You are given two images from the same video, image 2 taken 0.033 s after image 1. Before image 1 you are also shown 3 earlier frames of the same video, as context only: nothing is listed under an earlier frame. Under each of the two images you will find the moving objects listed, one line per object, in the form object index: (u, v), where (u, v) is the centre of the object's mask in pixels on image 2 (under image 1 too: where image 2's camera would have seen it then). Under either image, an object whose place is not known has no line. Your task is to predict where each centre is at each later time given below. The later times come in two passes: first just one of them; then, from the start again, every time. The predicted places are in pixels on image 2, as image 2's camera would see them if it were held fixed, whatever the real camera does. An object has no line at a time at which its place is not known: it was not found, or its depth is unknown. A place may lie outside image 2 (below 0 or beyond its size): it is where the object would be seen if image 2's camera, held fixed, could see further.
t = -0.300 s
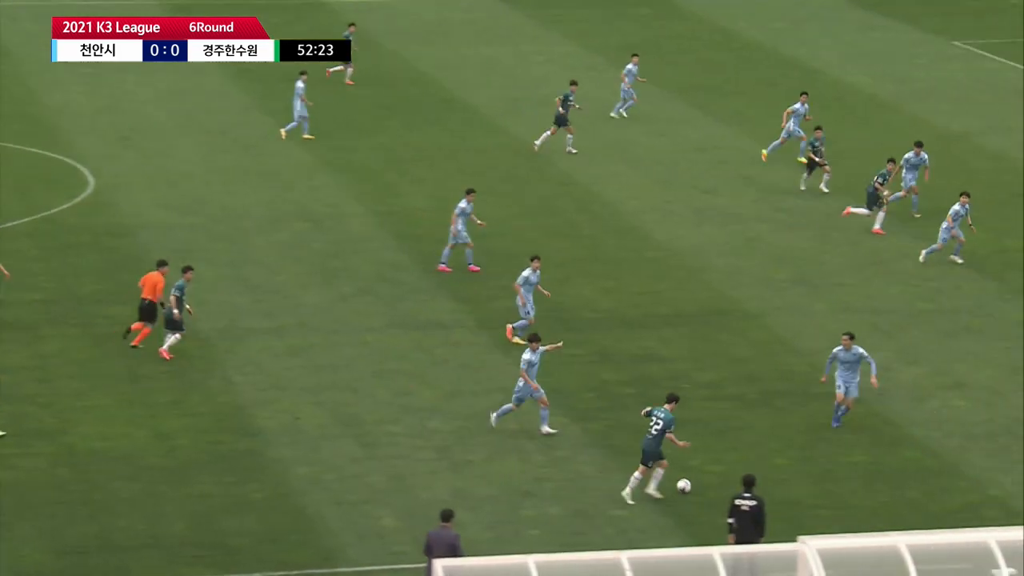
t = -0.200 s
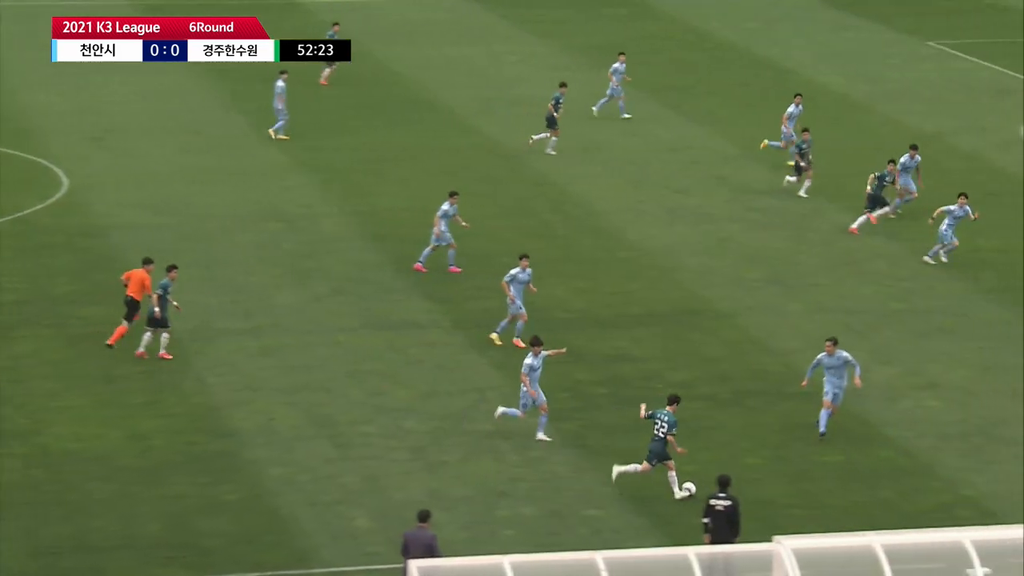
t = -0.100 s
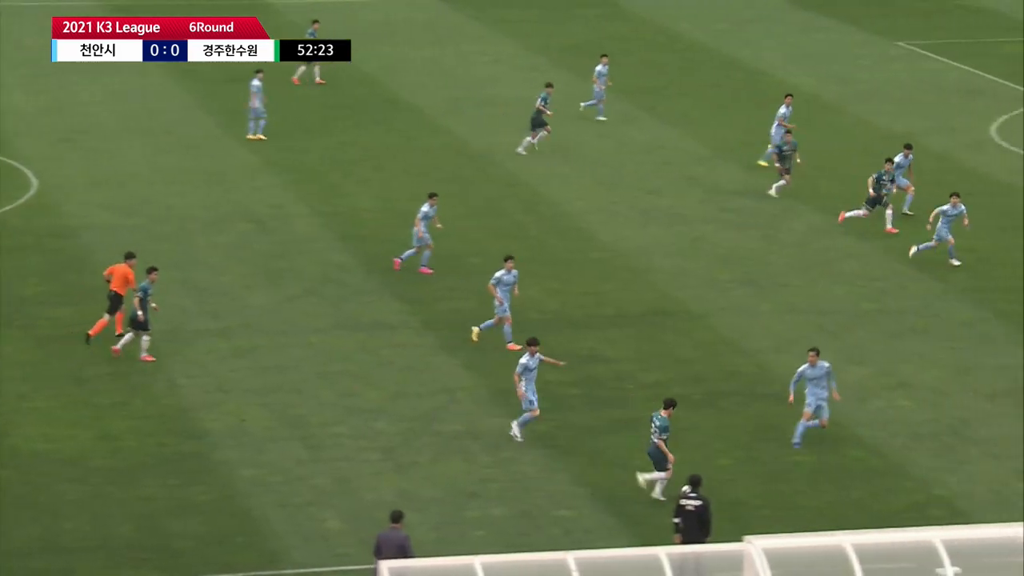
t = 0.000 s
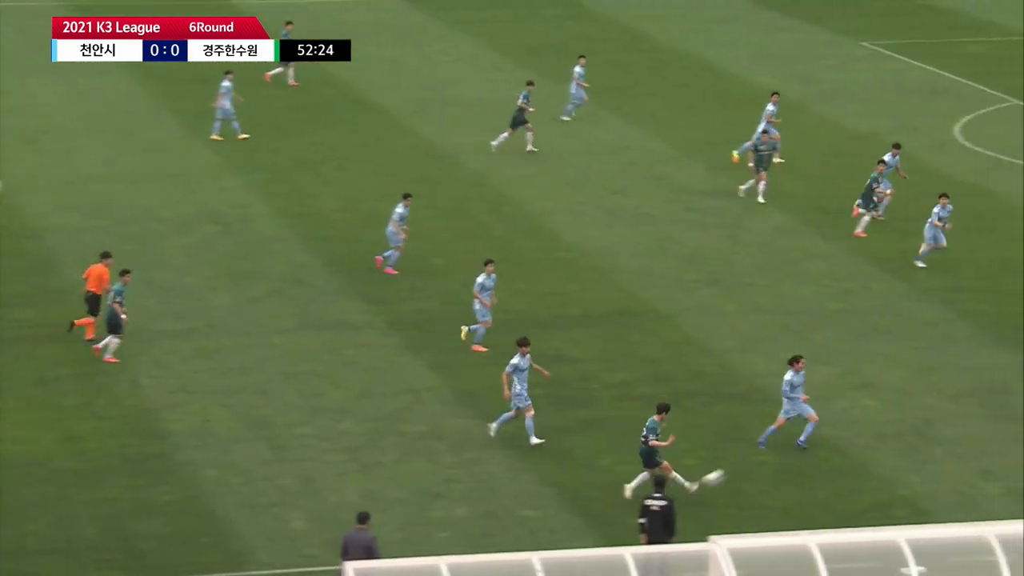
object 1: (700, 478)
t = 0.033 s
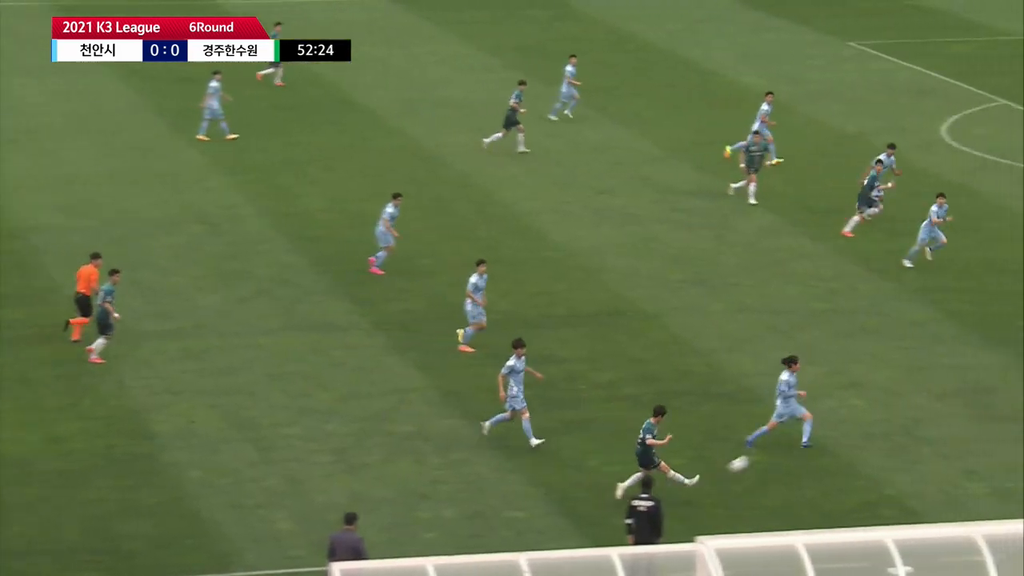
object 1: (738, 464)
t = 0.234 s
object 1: (947, 398)
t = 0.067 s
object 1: (775, 451)
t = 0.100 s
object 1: (811, 439)
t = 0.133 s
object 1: (847, 428)
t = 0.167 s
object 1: (881, 417)
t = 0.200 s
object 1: (914, 407)
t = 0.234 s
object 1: (947, 398)
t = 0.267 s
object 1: (979, 390)
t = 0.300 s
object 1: (1010, 382)
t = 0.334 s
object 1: (1041, 376)
